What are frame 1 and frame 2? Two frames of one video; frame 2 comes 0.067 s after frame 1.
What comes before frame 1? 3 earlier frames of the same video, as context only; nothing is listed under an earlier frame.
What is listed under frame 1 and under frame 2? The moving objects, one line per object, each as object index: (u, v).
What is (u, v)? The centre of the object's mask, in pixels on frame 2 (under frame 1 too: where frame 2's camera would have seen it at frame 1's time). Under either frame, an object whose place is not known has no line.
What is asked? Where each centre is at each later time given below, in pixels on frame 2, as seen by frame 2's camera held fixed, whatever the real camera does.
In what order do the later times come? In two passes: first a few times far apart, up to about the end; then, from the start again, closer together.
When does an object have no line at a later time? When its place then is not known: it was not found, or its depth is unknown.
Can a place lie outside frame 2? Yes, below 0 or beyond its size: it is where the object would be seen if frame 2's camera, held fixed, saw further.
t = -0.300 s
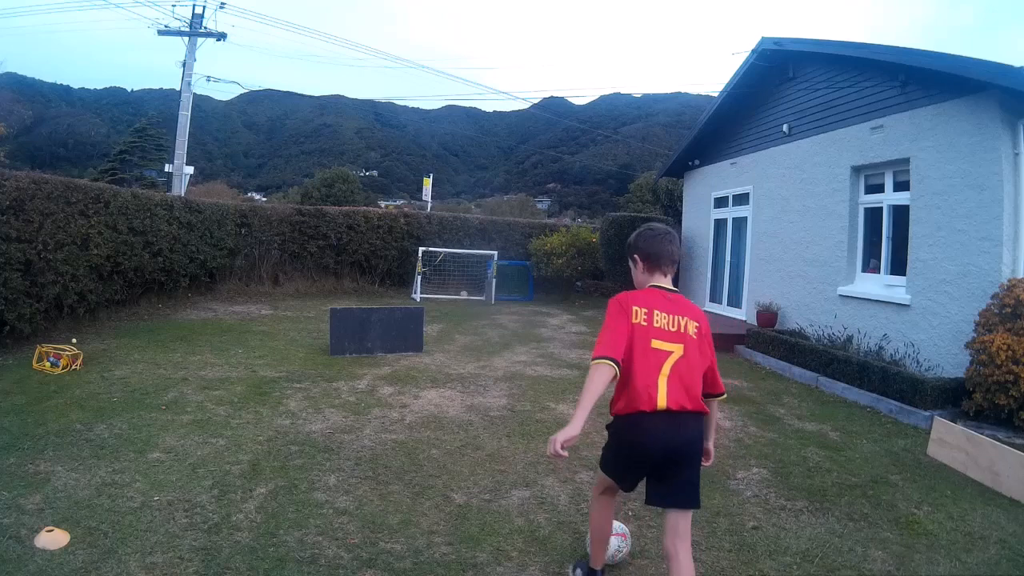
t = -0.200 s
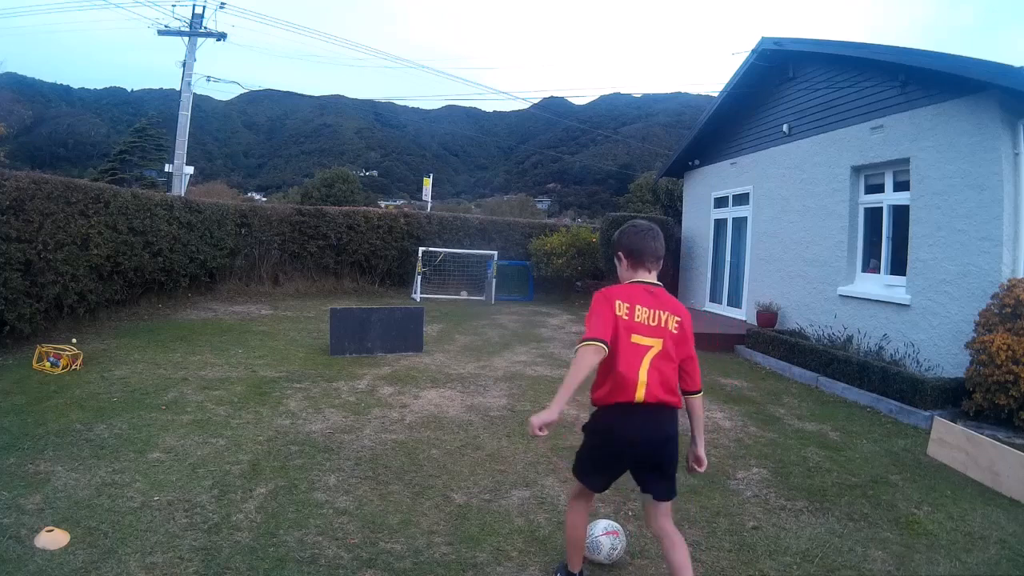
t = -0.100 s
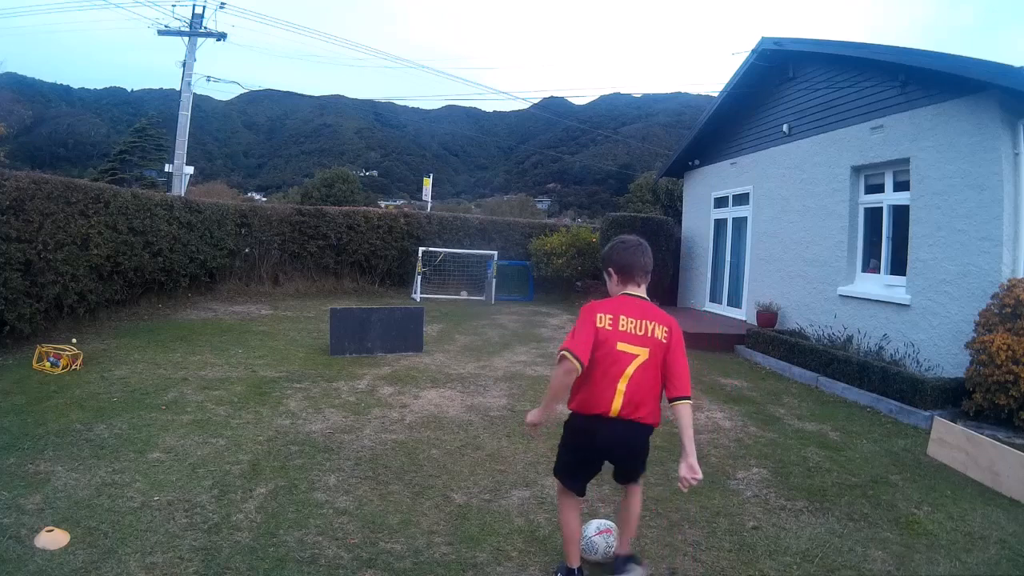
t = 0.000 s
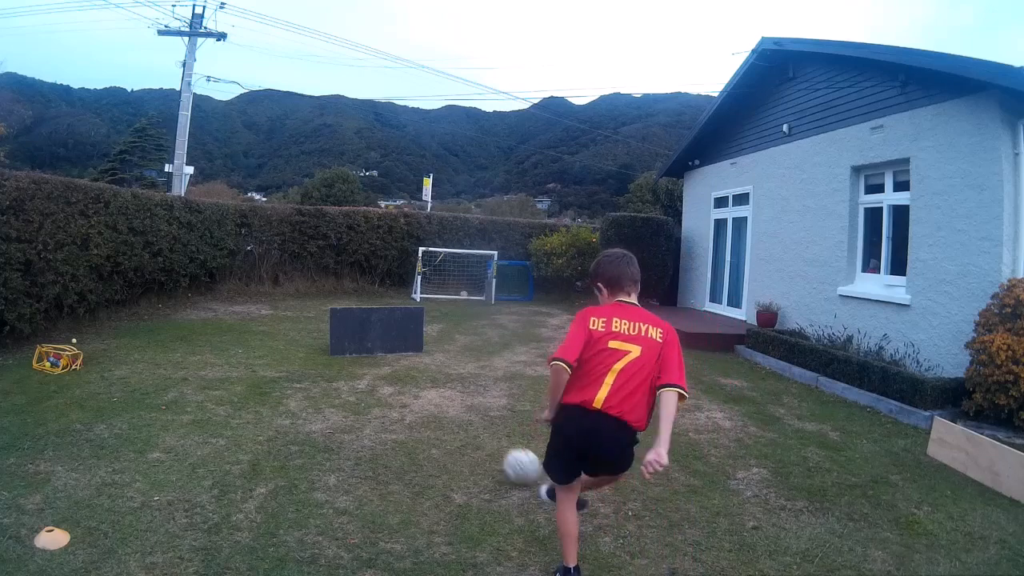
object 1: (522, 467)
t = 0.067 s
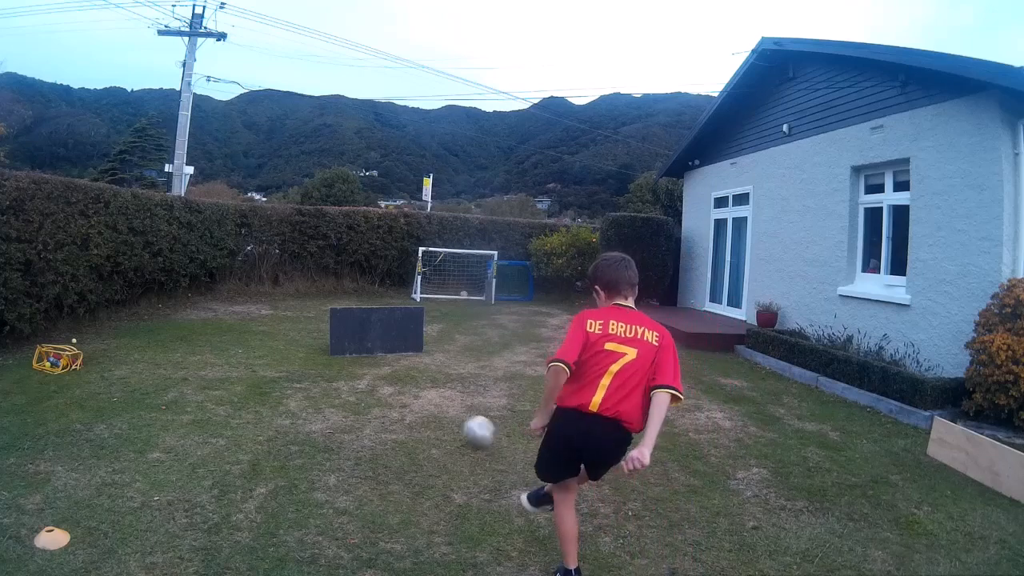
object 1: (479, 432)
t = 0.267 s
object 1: (411, 366)
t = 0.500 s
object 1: (378, 336)
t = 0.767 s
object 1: (420, 315)
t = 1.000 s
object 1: (467, 353)
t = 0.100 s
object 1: (463, 419)
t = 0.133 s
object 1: (448, 407)
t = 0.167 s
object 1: (438, 394)
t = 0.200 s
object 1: (428, 382)
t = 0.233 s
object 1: (419, 373)
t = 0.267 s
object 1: (411, 366)
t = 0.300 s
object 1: (404, 362)
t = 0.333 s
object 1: (398, 358)
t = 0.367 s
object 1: (390, 356)
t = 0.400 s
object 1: (384, 355)
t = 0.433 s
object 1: (380, 348)
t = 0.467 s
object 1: (376, 342)
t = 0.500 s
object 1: (378, 336)
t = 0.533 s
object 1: (383, 331)
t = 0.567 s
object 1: (388, 326)
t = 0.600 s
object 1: (393, 322)
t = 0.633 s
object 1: (398, 319)
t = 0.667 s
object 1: (403, 317)
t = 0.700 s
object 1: (409, 316)
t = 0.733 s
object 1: (414, 315)
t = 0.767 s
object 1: (420, 315)
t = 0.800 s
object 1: (426, 317)
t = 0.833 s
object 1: (432, 321)
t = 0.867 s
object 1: (439, 324)
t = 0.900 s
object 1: (445, 329)
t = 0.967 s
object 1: (460, 344)
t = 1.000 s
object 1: (467, 353)
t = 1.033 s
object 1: (475, 364)
